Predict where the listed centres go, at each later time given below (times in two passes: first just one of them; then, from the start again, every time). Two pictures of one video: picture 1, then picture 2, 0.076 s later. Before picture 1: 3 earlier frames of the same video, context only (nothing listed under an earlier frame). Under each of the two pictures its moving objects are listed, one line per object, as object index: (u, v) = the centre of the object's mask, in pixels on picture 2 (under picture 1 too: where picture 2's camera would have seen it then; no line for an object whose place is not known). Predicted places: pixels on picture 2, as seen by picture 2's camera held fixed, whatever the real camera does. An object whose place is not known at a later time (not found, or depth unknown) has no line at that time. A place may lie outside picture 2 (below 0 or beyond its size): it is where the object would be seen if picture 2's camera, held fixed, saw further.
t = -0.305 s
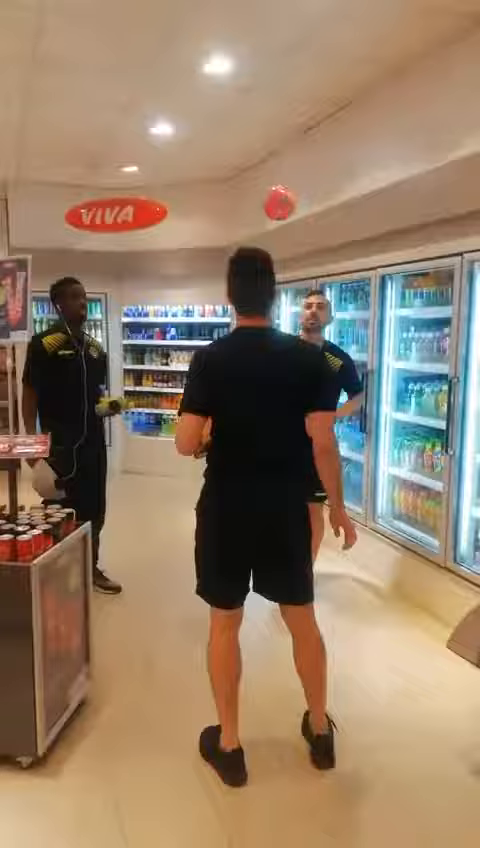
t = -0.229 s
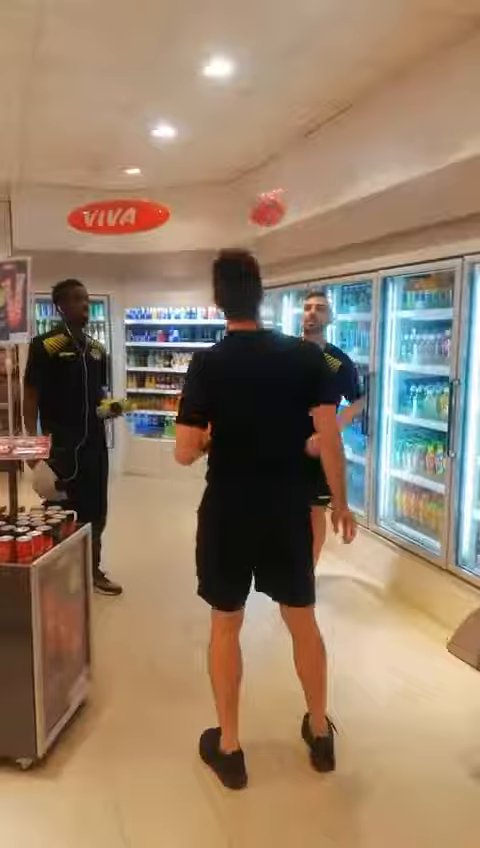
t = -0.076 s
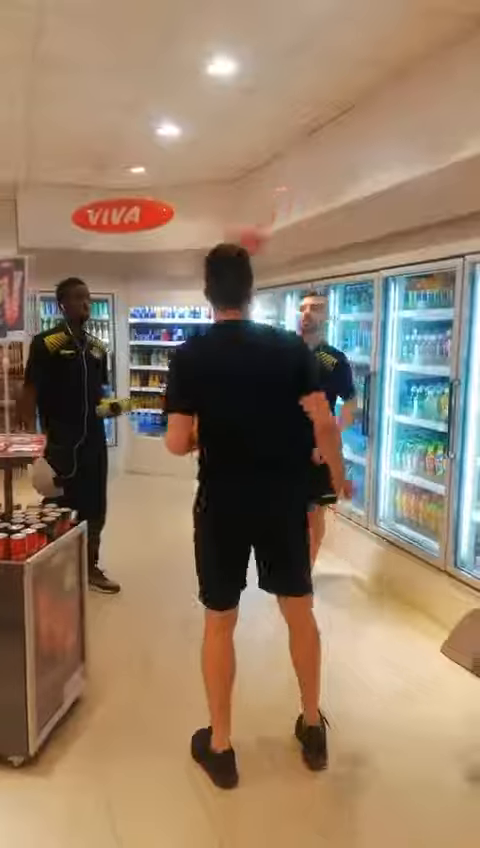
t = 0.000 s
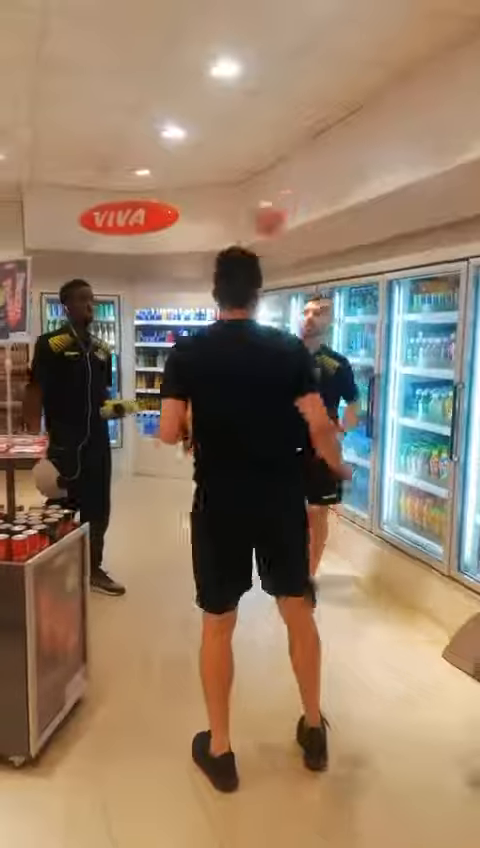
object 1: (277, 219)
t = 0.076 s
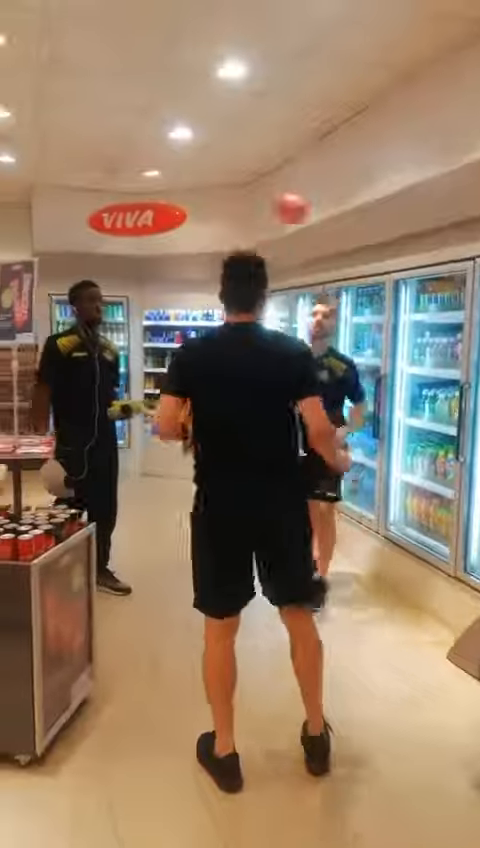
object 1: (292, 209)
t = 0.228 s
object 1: (317, 226)
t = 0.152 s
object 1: (304, 210)
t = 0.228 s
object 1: (317, 226)
